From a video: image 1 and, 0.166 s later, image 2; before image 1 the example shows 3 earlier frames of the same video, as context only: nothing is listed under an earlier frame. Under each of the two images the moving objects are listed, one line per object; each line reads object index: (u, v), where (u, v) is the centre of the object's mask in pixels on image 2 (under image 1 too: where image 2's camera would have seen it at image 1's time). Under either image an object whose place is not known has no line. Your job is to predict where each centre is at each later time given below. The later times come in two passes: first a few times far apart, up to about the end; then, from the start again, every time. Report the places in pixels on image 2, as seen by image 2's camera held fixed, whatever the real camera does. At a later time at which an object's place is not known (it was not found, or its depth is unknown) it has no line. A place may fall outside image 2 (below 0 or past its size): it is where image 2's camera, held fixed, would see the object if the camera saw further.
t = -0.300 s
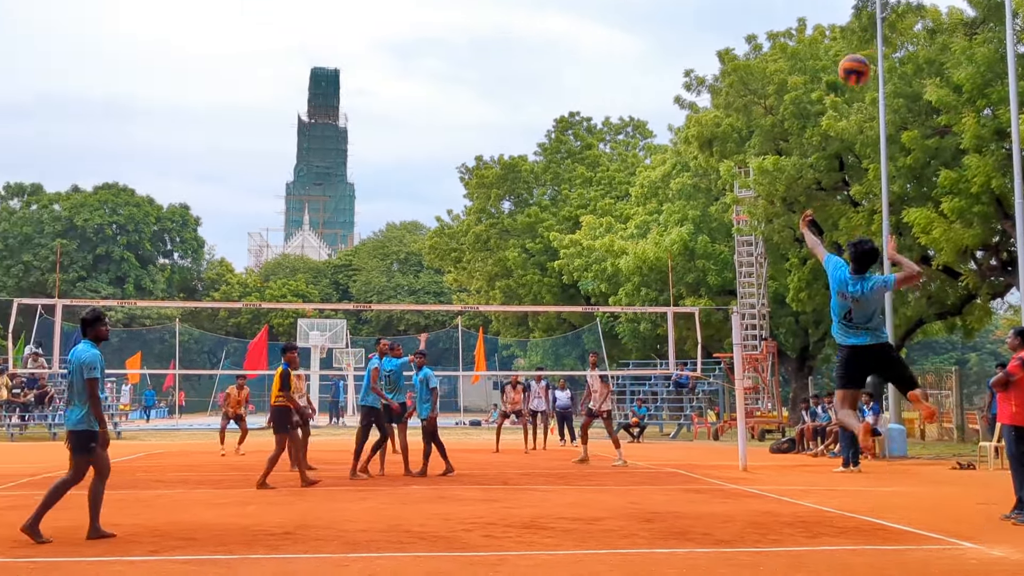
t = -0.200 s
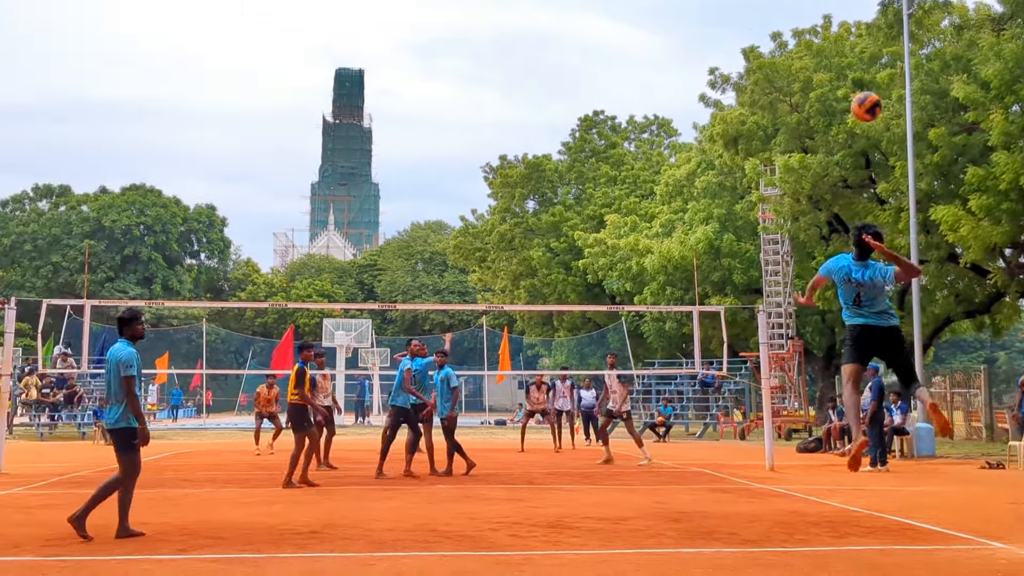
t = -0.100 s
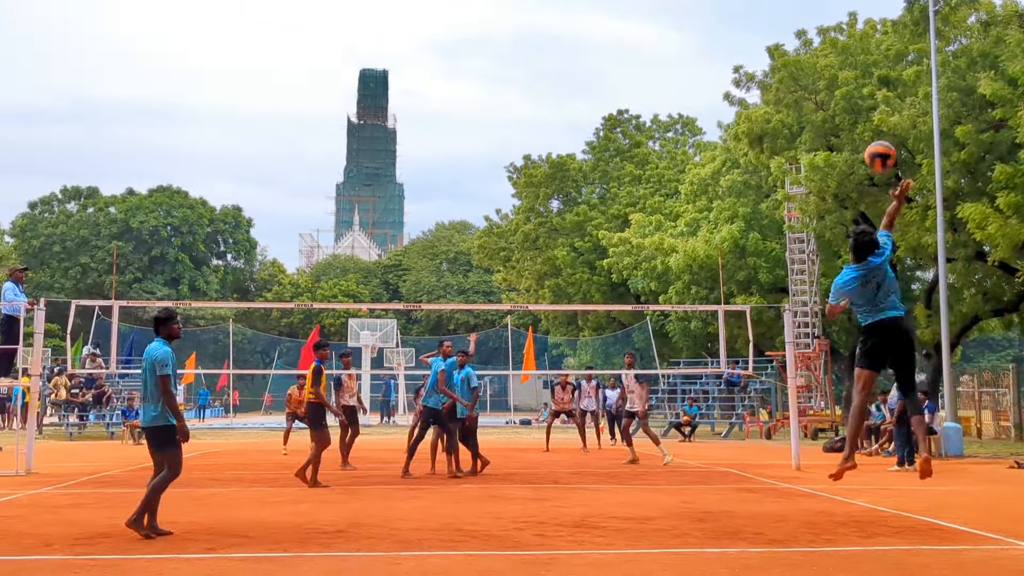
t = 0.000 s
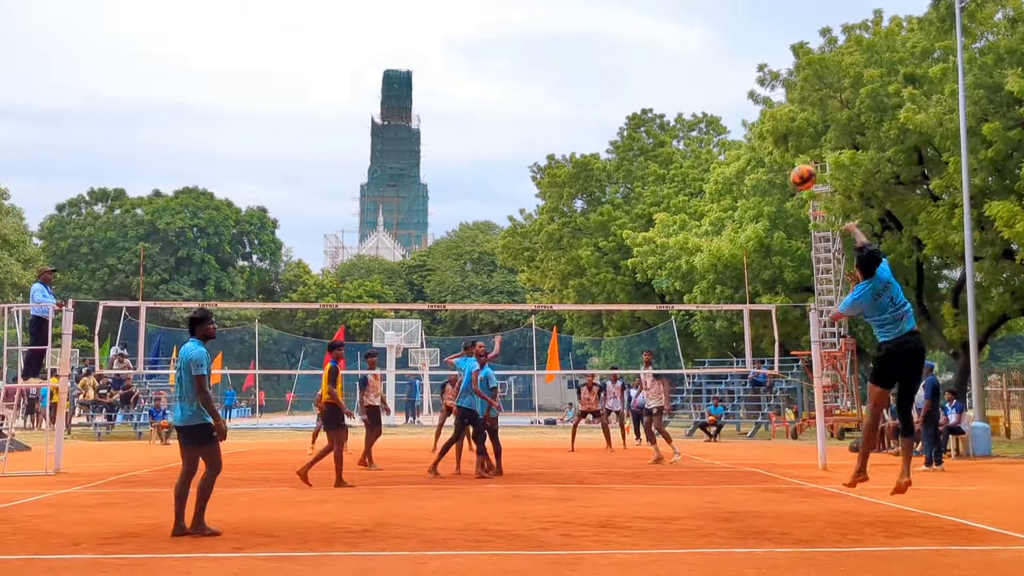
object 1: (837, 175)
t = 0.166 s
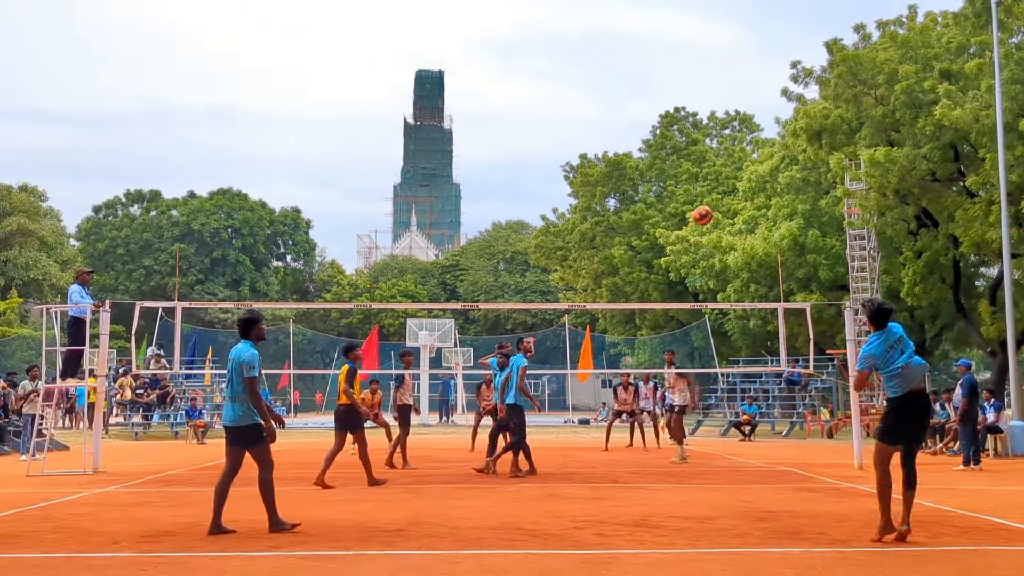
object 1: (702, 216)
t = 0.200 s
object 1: (684, 225)
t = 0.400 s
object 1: (599, 292)
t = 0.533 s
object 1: (578, 296)
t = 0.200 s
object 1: (684, 225)
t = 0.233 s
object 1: (666, 236)
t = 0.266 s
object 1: (650, 247)
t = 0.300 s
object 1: (636, 258)
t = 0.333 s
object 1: (622, 269)
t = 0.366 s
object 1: (611, 281)
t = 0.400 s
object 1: (599, 292)
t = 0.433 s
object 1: (590, 302)
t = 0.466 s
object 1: (586, 300)
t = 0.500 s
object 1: (582, 298)
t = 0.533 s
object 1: (578, 296)
